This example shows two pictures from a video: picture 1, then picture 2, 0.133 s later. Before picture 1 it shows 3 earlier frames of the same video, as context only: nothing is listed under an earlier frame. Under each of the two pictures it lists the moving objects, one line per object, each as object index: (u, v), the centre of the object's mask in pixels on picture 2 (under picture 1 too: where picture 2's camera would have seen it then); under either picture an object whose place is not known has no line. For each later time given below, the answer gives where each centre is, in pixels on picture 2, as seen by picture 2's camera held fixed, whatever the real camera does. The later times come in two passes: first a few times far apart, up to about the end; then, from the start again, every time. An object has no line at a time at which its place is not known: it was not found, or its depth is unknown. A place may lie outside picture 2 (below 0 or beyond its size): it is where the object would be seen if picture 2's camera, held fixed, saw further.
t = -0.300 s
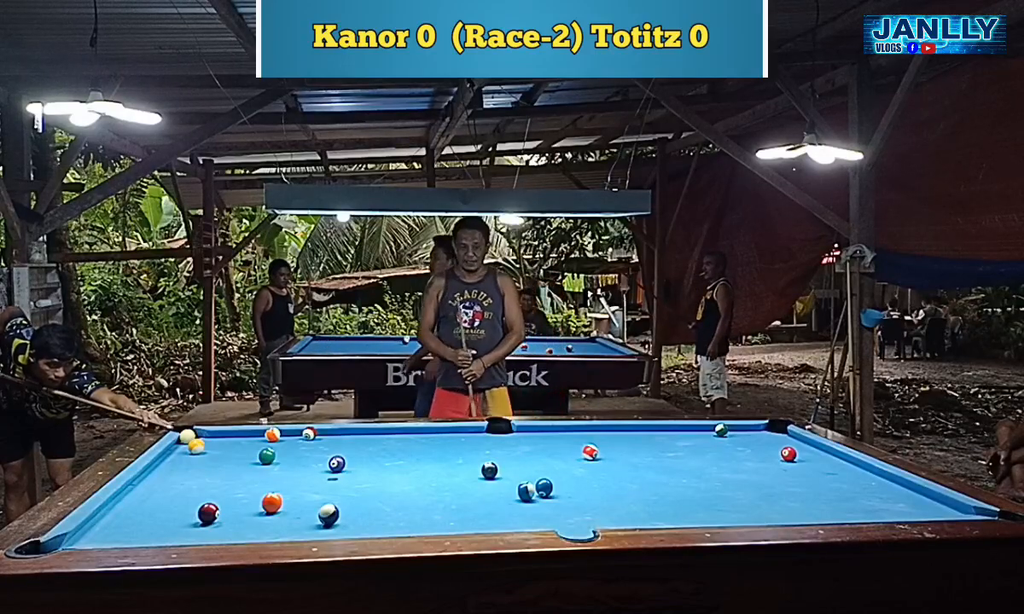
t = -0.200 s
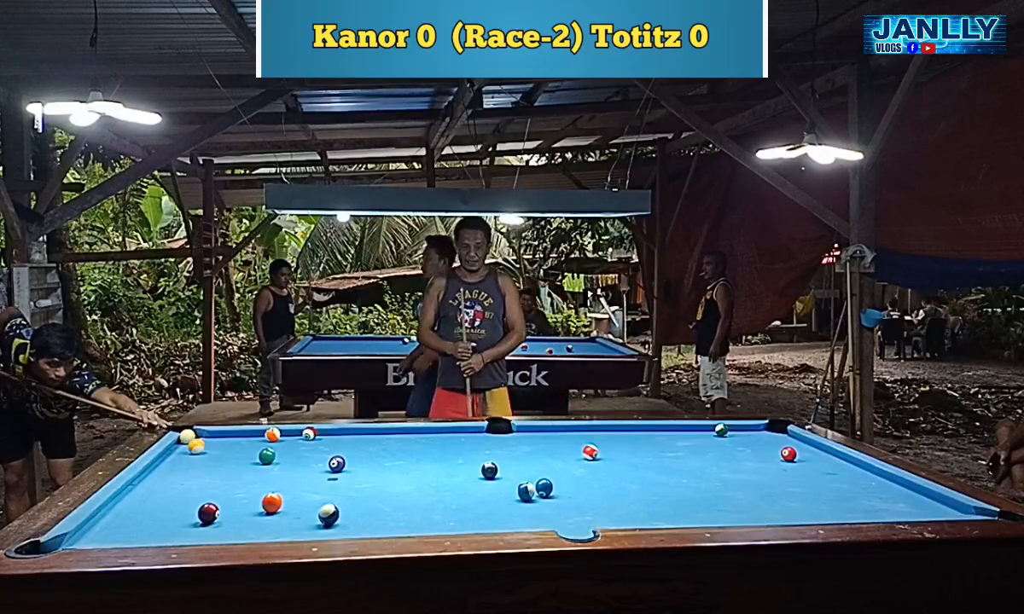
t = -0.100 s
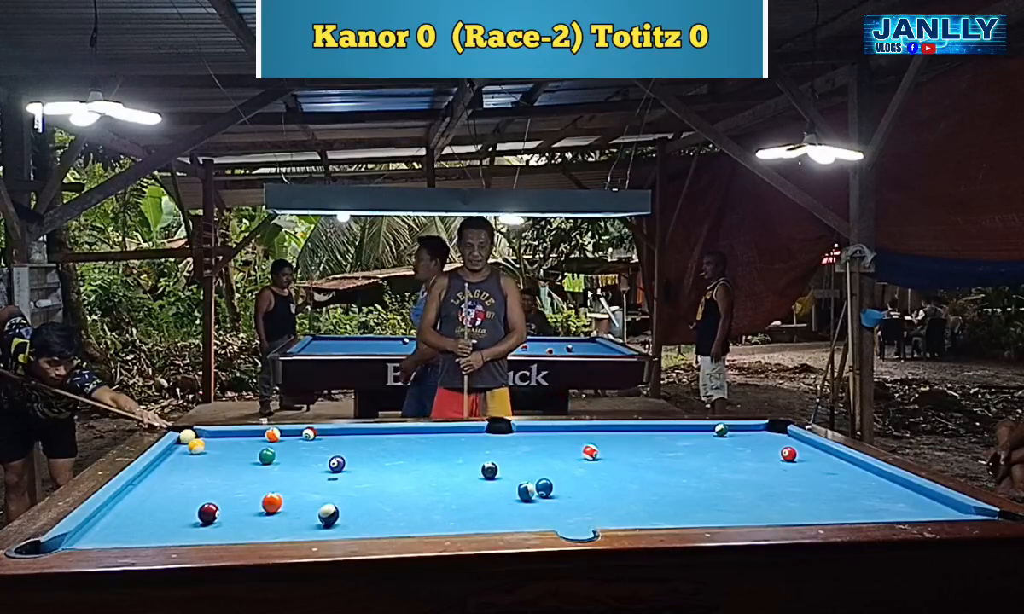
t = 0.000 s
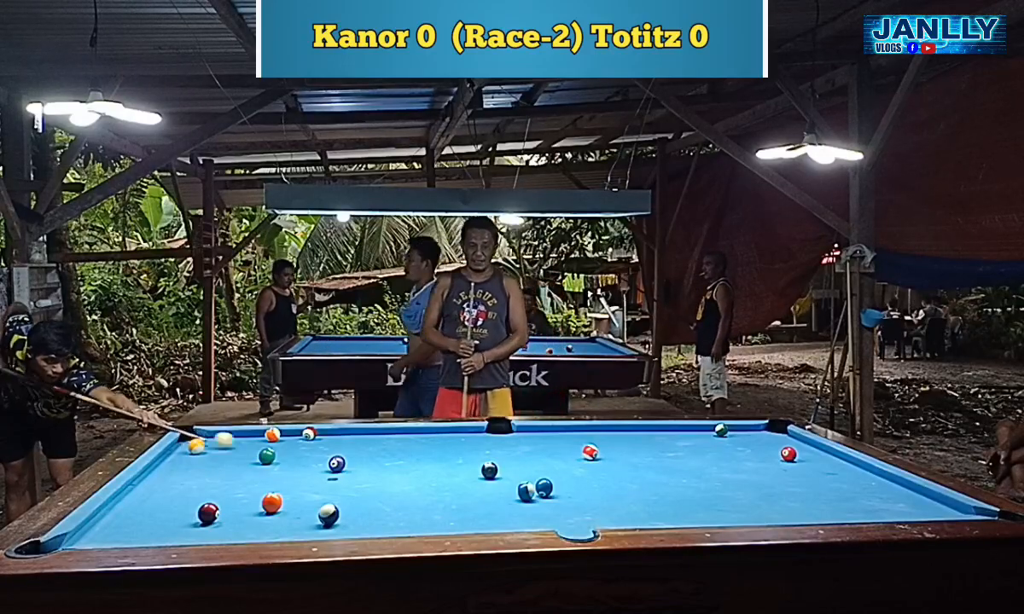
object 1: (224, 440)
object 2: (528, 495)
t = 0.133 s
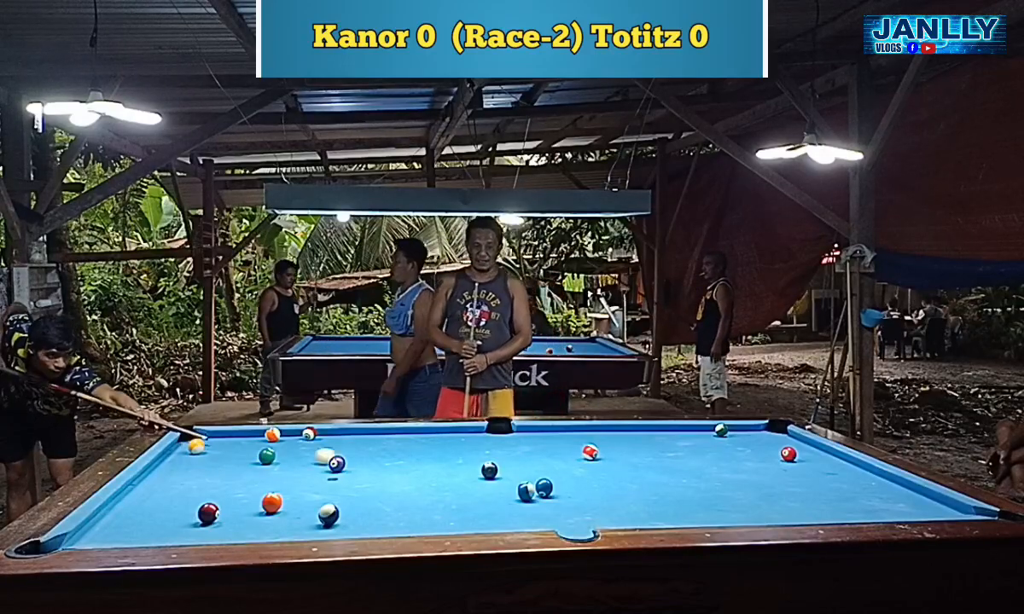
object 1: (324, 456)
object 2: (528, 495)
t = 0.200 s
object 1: (378, 463)
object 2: (528, 495)
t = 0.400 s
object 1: (528, 482)
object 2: (528, 497)
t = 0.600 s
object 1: (551, 480)
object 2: (531, 517)
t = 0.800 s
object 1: (597, 480)
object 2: (528, 520)
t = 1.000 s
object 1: (647, 481)
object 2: (521, 511)
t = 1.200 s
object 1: (695, 482)
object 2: (514, 502)
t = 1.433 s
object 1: (750, 484)
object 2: (507, 493)
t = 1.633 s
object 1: (795, 485)
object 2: (503, 487)
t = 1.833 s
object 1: (839, 487)
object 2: (499, 482)
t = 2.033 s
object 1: (882, 488)
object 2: (493, 475)
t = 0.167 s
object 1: (352, 459)
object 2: (528, 495)
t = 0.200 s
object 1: (378, 463)
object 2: (528, 495)
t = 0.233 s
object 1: (404, 467)
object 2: (528, 495)
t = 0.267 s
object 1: (431, 471)
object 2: (528, 495)
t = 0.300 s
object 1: (460, 476)
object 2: (528, 495)
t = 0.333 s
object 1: (489, 479)
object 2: (528, 495)
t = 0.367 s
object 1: (517, 481)
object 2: (528, 495)
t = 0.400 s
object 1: (528, 482)
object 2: (528, 497)
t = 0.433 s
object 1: (530, 482)
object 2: (529, 502)
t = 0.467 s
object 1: (533, 482)
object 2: (528, 505)
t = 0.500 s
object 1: (536, 482)
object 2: (529, 508)
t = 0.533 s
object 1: (540, 481)
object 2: (530, 513)
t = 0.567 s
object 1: (545, 480)
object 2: (532, 516)
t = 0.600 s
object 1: (551, 480)
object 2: (531, 517)
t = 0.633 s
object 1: (557, 479)
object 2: (532, 520)
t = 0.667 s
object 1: (564, 479)
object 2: (532, 521)
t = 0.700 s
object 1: (572, 480)
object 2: (533, 523)
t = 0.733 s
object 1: (581, 480)
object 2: (531, 523)
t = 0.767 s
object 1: (589, 480)
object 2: (530, 522)
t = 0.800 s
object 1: (597, 480)
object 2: (528, 520)
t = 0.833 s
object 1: (606, 480)
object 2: (527, 519)
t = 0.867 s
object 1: (614, 480)
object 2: (526, 517)
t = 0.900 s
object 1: (622, 481)
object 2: (526, 516)
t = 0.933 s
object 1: (630, 481)
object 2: (525, 513)
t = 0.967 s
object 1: (638, 481)
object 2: (522, 513)
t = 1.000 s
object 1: (647, 481)
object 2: (521, 511)
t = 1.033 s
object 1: (655, 481)
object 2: (519, 509)
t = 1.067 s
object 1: (663, 482)
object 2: (518, 507)
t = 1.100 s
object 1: (671, 482)
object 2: (517, 506)
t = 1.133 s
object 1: (679, 482)
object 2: (516, 505)
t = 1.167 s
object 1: (687, 482)
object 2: (515, 503)
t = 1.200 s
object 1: (695, 482)
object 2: (514, 502)
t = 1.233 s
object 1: (703, 483)
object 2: (514, 502)
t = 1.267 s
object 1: (711, 483)
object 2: (513, 500)
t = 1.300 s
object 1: (719, 483)
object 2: (512, 498)
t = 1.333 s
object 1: (726, 483)
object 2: (511, 496)
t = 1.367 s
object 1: (734, 483)
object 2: (509, 496)
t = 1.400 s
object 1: (742, 484)
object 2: (509, 494)
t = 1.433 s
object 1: (750, 484)
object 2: (507, 493)
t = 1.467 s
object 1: (757, 484)
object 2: (506, 492)
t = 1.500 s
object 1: (765, 484)
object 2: (506, 491)
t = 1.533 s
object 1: (773, 485)
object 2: (505, 490)
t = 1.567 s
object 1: (780, 485)
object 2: (505, 488)
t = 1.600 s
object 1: (788, 485)
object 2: (504, 489)
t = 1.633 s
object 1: (795, 485)
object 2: (503, 487)
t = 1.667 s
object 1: (802, 485)
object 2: (502, 485)
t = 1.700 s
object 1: (810, 485)
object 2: (501, 486)
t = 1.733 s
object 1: (817, 486)
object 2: (500, 484)
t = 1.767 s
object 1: (825, 486)
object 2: (500, 484)
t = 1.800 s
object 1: (832, 487)
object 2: (499, 483)
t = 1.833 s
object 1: (839, 487)
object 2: (499, 482)
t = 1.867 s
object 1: (847, 487)
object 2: (497, 481)
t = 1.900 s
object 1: (854, 487)
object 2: (496, 480)
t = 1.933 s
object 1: (861, 487)
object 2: (495, 478)
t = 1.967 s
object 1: (868, 488)
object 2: (494, 477)
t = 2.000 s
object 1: (875, 488)
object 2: (494, 476)
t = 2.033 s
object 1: (882, 488)
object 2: (493, 475)
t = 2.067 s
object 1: (889, 488)
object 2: (493, 475)
